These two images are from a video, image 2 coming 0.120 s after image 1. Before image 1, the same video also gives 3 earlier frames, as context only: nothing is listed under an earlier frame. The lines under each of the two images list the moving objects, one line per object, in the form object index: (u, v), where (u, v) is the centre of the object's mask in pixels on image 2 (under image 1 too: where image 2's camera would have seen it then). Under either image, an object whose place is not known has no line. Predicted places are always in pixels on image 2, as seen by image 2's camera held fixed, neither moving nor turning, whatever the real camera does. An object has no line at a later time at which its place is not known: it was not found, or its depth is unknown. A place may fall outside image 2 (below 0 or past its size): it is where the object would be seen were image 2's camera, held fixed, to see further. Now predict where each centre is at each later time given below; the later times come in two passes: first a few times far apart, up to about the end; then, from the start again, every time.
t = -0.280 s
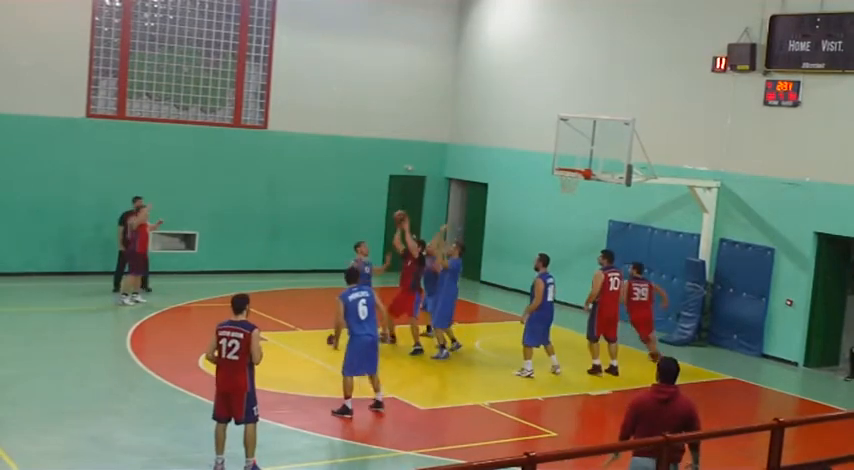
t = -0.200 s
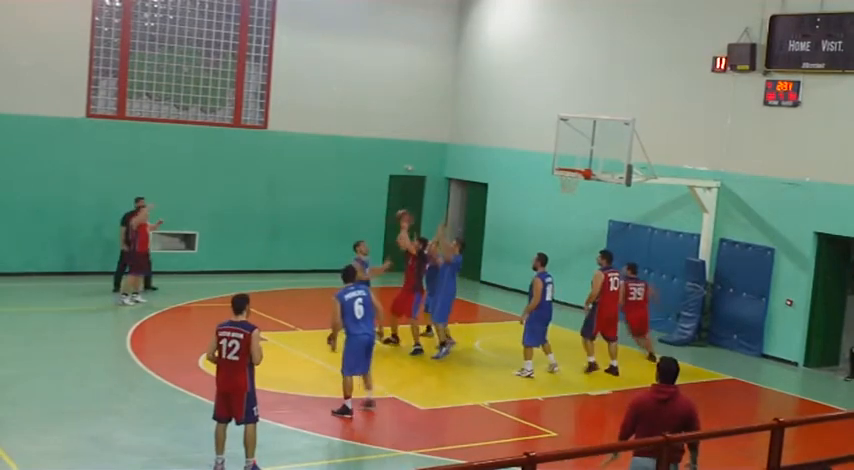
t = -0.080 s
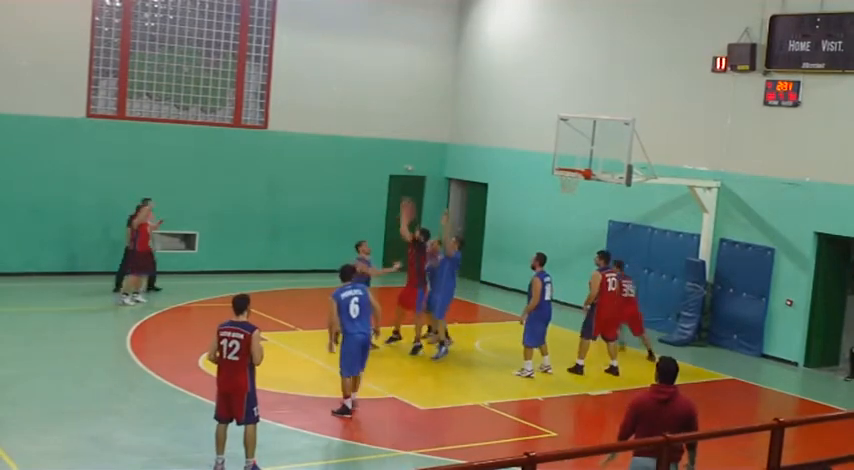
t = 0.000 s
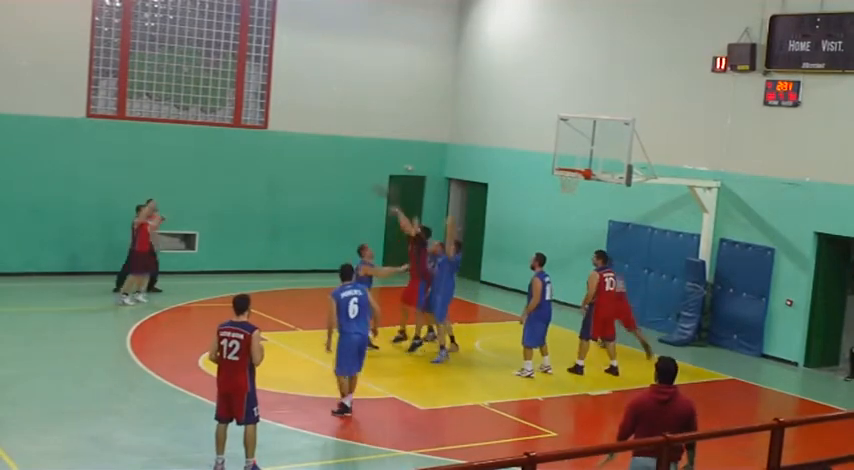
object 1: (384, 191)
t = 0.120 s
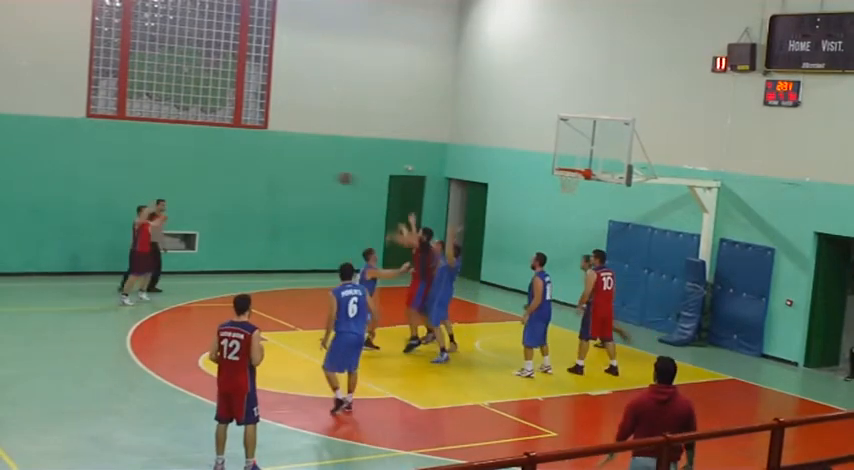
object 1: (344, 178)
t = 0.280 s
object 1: (294, 173)
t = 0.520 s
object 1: (222, 193)
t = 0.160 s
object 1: (334, 176)
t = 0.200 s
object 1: (322, 174)
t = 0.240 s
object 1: (307, 174)
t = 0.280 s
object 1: (294, 173)
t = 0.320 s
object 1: (281, 175)
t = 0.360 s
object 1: (271, 177)
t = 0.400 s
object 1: (259, 180)
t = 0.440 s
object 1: (247, 184)
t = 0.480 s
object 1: (234, 188)
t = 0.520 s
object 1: (222, 193)
